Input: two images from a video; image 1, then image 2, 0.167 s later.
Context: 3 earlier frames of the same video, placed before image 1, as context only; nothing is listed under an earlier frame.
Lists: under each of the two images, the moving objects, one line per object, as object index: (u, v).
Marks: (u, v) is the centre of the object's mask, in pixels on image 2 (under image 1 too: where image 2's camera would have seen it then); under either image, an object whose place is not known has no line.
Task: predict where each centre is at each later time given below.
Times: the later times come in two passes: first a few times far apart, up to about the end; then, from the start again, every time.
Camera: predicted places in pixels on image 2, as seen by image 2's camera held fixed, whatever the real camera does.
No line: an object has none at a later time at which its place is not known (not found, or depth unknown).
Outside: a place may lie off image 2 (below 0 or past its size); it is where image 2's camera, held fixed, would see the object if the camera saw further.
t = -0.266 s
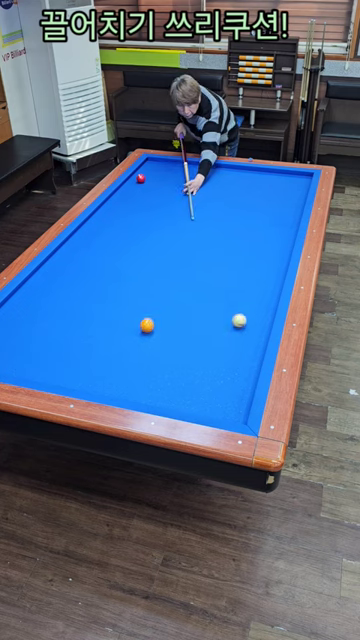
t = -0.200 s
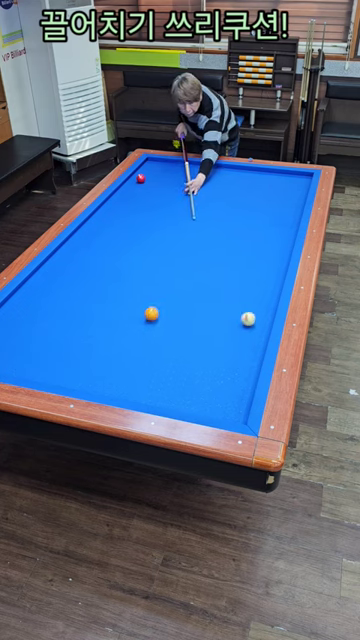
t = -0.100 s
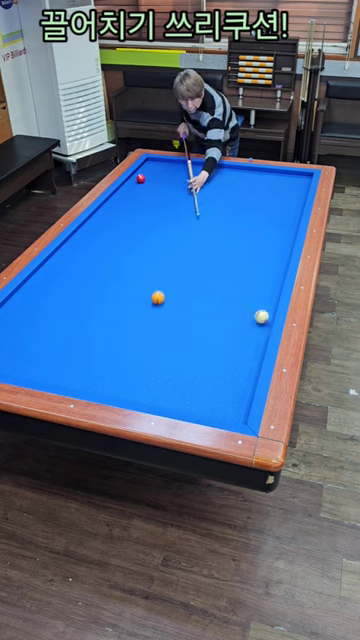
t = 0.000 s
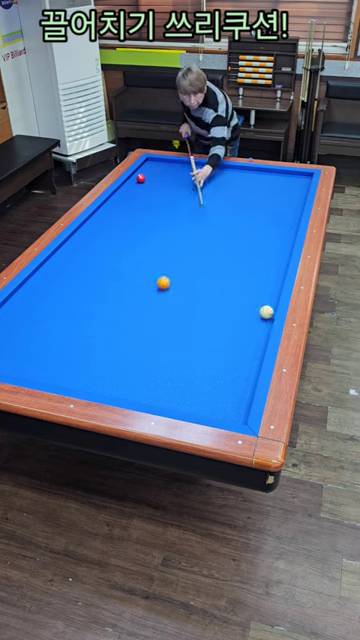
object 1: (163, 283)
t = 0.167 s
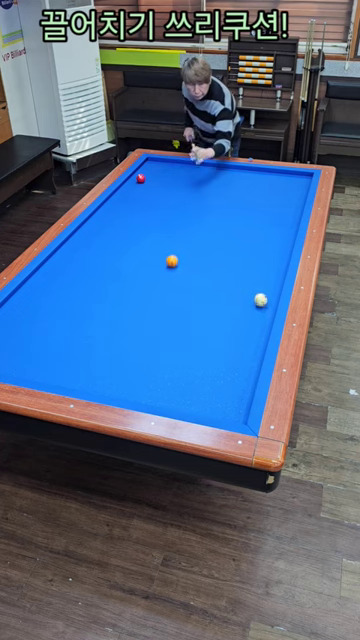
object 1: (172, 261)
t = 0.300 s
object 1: (178, 245)
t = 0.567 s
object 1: (188, 219)
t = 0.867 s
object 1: (199, 194)
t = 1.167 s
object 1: (207, 173)
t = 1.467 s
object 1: (204, 171)
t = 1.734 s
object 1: (197, 179)
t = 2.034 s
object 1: (187, 189)
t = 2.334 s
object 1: (178, 200)
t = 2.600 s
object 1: (169, 209)
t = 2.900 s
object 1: (158, 221)
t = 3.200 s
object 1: (147, 233)
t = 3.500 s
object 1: (135, 246)
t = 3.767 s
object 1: (125, 259)
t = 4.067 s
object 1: (112, 273)
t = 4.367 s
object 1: (99, 288)
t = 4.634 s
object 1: (87, 302)
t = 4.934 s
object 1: (72, 320)
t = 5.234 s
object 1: (56, 338)
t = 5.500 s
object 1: (42, 355)
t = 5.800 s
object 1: (26, 373)
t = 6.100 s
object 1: (33, 363)
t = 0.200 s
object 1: (173, 257)
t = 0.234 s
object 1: (175, 253)
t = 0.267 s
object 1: (176, 249)
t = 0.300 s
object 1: (178, 245)
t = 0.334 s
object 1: (179, 242)
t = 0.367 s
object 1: (181, 239)
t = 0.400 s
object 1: (182, 235)
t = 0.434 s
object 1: (183, 232)
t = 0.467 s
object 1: (184, 228)
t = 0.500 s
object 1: (186, 225)
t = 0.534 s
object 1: (187, 222)
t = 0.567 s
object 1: (188, 219)
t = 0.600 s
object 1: (190, 216)
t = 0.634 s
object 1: (191, 213)
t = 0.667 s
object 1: (192, 210)
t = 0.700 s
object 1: (193, 207)
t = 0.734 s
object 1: (194, 204)
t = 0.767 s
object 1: (196, 202)
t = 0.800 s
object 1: (197, 199)
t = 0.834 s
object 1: (198, 197)
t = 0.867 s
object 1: (199, 194)
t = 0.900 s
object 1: (199, 191)
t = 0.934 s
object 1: (200, 189)
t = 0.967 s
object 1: (202, 187)
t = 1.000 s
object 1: (202, 184)
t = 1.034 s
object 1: (203, 182)
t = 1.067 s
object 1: (204, 179)
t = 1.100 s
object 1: (205, 177)
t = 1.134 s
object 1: (206, 175)
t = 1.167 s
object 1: (207, 173)
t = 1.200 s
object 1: (208, 171)
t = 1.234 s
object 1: (208, 169)
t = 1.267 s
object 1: (209, 167)
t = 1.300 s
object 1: (210, 165)
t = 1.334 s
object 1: (209, 166)
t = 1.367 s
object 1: (208, 167)
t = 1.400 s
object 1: (207, 168)
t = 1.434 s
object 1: (206, 170)
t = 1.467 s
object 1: (204, 171)
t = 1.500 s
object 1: (203, 172)
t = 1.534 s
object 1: (202, 173)
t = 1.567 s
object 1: (201, 174)
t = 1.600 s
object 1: (200, 175)
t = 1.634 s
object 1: (200, 176)
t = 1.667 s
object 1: (199, 177)
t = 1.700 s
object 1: (198, 178)
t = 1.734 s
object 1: (197, 179)
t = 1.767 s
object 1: (196, 180)
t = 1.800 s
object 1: (195, 181)
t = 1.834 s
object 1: (194, 182)
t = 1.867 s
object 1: (192, 183)
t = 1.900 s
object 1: (191, 185)
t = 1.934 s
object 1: (191, 186)
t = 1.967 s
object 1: (190, 187)
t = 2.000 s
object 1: (188, 188)
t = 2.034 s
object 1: (187, 189)
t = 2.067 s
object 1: (186, 190)
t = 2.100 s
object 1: (185, 191)
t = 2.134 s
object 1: (184, 193)
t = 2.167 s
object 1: (183, 194)
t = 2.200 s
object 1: (182, 195)
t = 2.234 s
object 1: (181, 196)
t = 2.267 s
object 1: (180, 197)
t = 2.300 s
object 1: (179, 199)
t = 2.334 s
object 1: (178, 200)
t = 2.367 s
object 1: (176, 201)
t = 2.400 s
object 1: (175, 202)
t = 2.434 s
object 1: (175, 203)
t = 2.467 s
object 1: (173, 204)
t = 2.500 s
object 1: (172, 206)
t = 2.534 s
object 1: (171, 207)
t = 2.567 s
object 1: (170, 208)
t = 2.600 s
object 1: (169, 209)
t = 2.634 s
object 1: (168, 211)
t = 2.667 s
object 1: (166, 212)
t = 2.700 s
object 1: (165, 213)
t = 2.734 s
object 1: (164, 214)
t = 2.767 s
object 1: (163, 216)
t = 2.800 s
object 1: (162, 217)
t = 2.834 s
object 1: (160, 218)
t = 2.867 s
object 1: (159, 220)
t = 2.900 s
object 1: (158, 221)
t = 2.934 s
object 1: (157, 222)
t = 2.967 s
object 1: (156, 224)
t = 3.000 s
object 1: (154, 225)
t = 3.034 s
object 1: (153, 226)
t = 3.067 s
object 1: (152, 228)
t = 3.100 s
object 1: (151, 229)
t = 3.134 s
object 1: (149, 230)
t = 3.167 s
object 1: (148, 232)
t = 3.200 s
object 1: (147, 233)
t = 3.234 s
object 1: (146, 235)
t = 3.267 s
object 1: (144, 236)
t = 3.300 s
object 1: (143, 237)
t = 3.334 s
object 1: (142, 239)
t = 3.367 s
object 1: (140, 240)
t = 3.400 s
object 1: (139, 242)
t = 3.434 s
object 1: (138, 243)
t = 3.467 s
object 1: (137, 245)
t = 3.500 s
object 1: (135, 246)
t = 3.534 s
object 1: (134, 248)
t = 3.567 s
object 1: (133, 249)
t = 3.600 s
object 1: (131, 251)
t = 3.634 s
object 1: (130, 252)
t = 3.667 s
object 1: (129, 254)
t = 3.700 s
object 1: (127, 255)
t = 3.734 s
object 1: (126, 257)
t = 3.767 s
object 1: (125, 259)
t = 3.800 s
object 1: (123, 260)
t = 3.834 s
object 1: (122, 262)
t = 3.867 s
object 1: (120, 263)
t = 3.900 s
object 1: (119, 265)
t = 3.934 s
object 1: (118, 266)
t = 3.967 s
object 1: (116, 268)
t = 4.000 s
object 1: (115, 269)
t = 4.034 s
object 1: (113, 271)
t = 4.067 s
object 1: (112, 273)
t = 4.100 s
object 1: (111, 275)
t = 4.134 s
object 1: (109, 276)
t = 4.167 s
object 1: (108, 278)
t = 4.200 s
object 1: (106, 280)
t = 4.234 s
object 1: (105, 281)
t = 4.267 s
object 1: (103, 283)
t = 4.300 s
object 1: (102, 285)
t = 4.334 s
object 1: (100, 286)
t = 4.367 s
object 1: (99, 288)
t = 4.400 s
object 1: (97, 290)
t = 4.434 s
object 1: (96, 292)
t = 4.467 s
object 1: (94, 293)
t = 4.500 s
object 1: (93, 295)
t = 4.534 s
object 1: (91, 297)
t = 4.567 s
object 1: (90, 299)
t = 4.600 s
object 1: (88, 301)
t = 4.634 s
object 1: (87, 302)
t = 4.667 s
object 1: (85, 304)
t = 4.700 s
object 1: (83, 306)
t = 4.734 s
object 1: (82, 308)
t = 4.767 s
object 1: (80, 310)
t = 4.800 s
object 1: (78, 312)
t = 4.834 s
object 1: (77, 314)
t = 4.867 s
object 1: (75, 316)
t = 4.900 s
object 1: (73, 318)
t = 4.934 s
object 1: (72, 320)
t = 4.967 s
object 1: (70, 322)
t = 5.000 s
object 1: (68, 323)
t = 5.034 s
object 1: (67, 325)
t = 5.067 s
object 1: (65, 327)
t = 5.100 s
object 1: (63, 330)
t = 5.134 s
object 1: (61, 332)
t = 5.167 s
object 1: (60, 334)
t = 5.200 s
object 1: (58, 336)
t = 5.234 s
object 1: (56, 338)
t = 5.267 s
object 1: (55, 340)
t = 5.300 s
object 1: (53, 342)
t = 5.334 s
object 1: (51, 344)
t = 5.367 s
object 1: (49, 346)
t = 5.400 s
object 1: (47, 348)
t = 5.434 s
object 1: (45, 350)
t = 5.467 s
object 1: (44, 353)
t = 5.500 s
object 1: (42, 355)
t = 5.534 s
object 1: (40, 357)
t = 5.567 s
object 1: (38, 359)
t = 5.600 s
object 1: (36, 361)
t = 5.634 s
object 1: (34, 364)
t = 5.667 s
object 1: (33, 366)
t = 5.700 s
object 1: (31, 368)
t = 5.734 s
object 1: (29, 370)
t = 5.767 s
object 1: (27, 372)
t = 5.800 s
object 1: (26, 373)
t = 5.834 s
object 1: (27, 372)
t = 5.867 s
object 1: (27, 372)
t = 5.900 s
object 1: (28, 370)
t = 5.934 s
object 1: (29, 369)
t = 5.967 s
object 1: (30, 368)
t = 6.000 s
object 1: (31, 367)
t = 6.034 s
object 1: (32, 366)
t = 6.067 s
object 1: (33, 365)
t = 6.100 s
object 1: (33, 363)
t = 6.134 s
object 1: (34, 362)
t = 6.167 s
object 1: (35, 361)
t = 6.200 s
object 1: (36, 360)
